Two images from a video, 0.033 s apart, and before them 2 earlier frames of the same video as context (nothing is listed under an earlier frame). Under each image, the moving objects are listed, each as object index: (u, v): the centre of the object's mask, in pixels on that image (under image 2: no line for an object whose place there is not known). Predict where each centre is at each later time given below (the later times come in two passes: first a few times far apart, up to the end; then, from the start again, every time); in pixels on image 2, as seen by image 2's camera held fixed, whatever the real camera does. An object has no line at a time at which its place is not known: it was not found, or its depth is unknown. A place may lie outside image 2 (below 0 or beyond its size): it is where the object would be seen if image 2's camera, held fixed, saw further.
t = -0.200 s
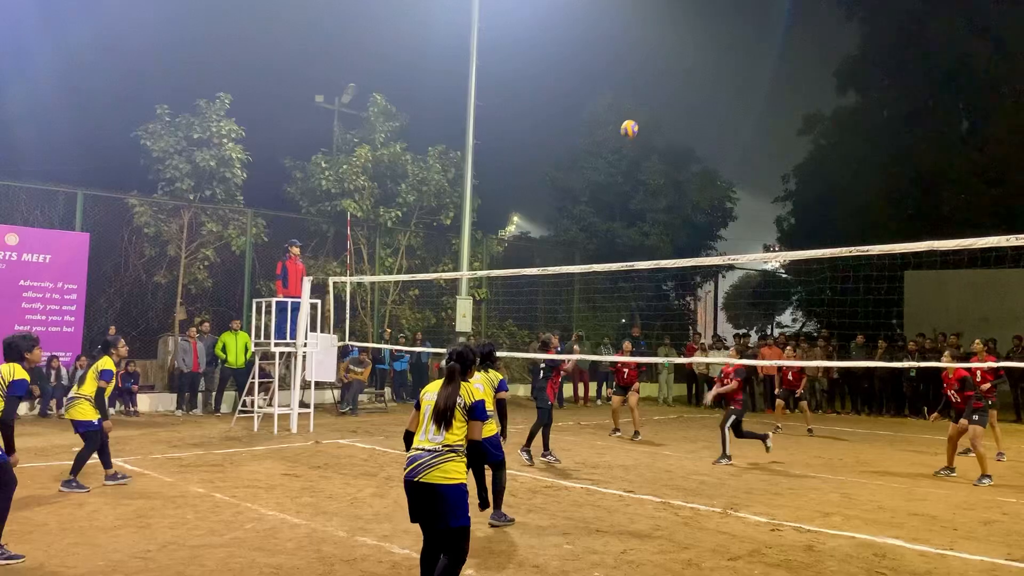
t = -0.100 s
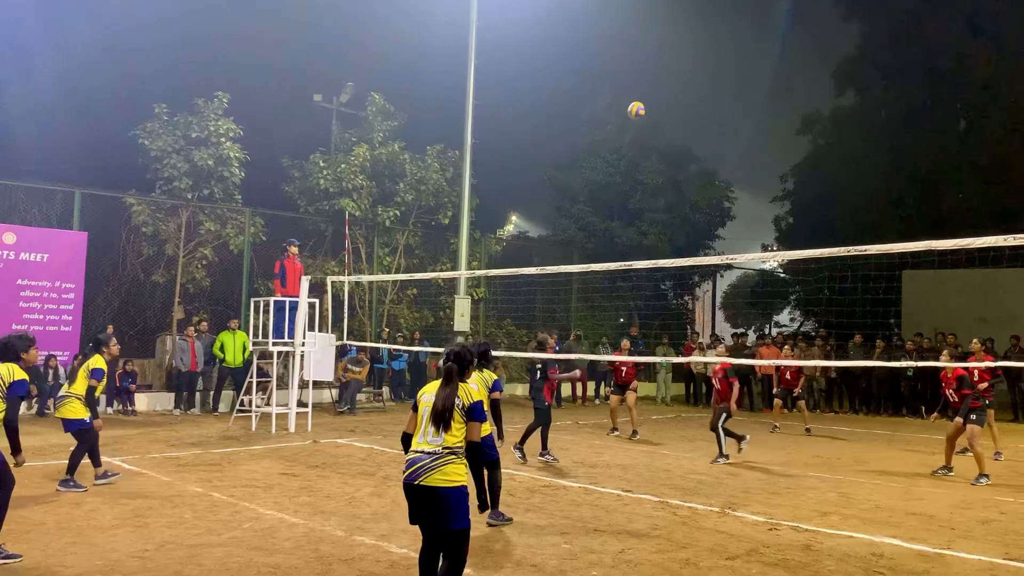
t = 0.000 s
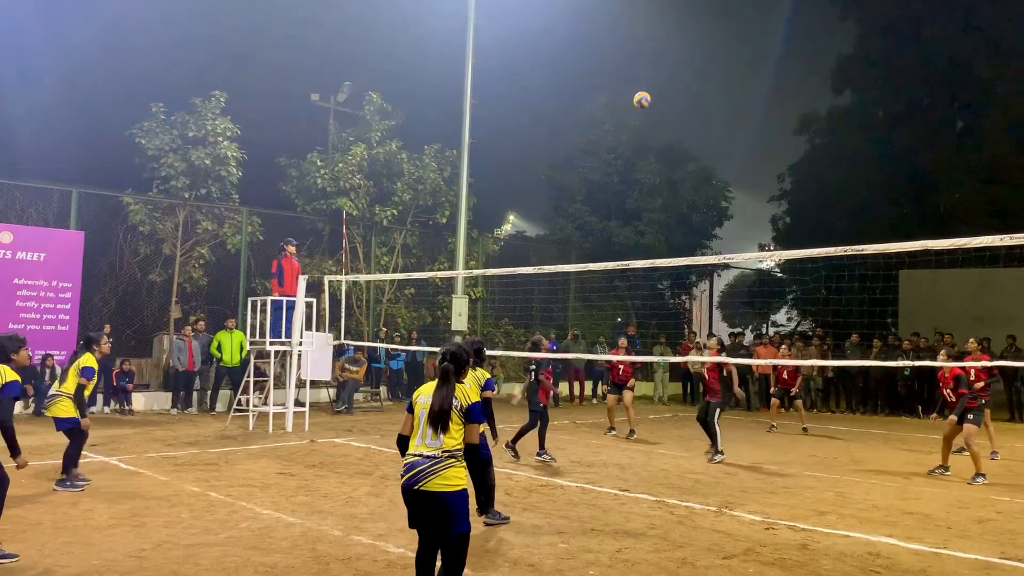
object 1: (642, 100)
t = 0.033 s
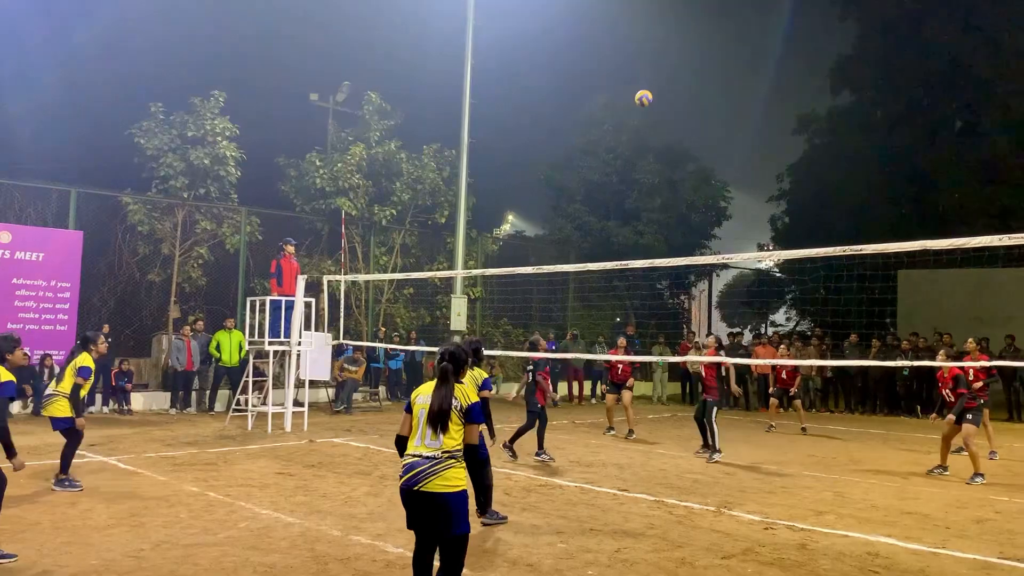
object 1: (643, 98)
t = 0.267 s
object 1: (660, 110)
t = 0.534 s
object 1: (677, 171)
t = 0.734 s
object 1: (688, 248)
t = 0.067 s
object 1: (646, 97)
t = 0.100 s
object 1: (649, 98)
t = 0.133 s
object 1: (651, 99)
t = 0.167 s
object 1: (653, 100)
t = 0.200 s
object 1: (656, 103)
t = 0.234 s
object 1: (658, 106)
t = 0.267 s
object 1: (660, 110)
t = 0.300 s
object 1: (663, 115)
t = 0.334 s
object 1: (665, 121)
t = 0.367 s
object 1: (667, 127)
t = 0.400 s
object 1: (669, 135)
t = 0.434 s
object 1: (671, 143)
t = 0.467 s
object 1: (673, 152)
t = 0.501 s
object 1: (675, 161)
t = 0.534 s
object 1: (677, 171)
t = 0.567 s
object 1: (679, 183)
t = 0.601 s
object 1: (681, 195)
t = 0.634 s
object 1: (683, 207)
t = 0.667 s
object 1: (684, 220)
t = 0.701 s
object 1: (686, 234)
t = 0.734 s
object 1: (688, 248)
